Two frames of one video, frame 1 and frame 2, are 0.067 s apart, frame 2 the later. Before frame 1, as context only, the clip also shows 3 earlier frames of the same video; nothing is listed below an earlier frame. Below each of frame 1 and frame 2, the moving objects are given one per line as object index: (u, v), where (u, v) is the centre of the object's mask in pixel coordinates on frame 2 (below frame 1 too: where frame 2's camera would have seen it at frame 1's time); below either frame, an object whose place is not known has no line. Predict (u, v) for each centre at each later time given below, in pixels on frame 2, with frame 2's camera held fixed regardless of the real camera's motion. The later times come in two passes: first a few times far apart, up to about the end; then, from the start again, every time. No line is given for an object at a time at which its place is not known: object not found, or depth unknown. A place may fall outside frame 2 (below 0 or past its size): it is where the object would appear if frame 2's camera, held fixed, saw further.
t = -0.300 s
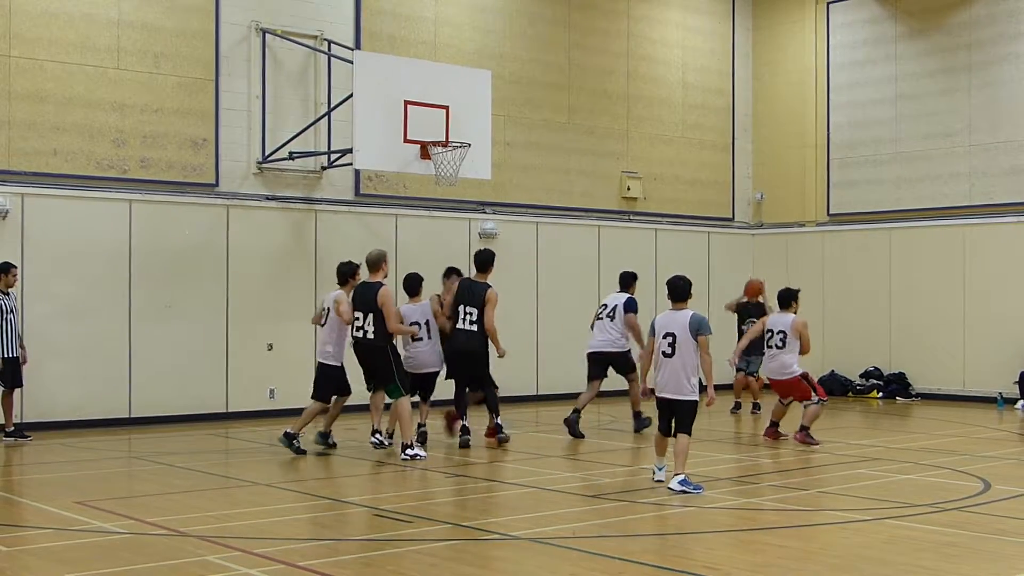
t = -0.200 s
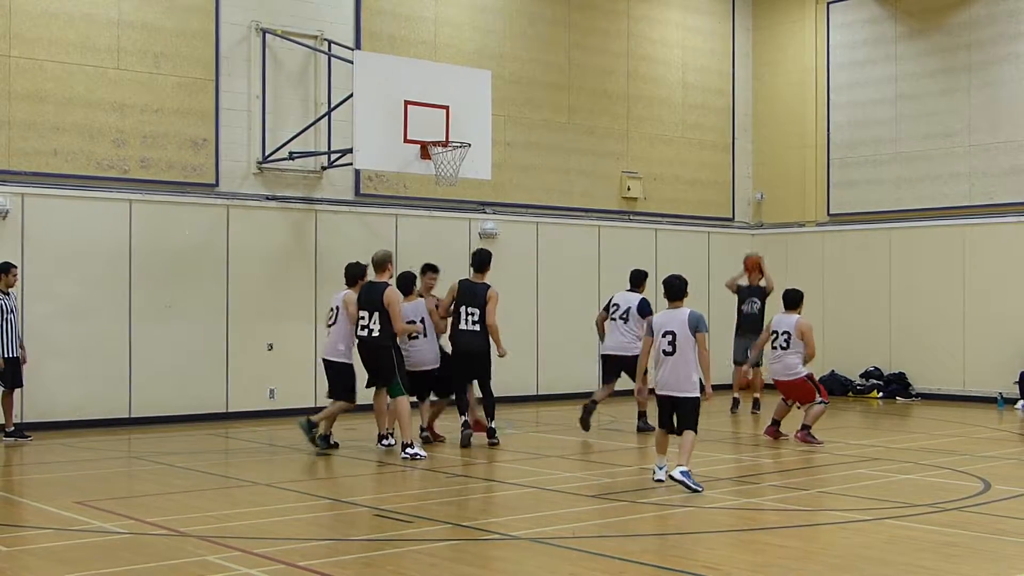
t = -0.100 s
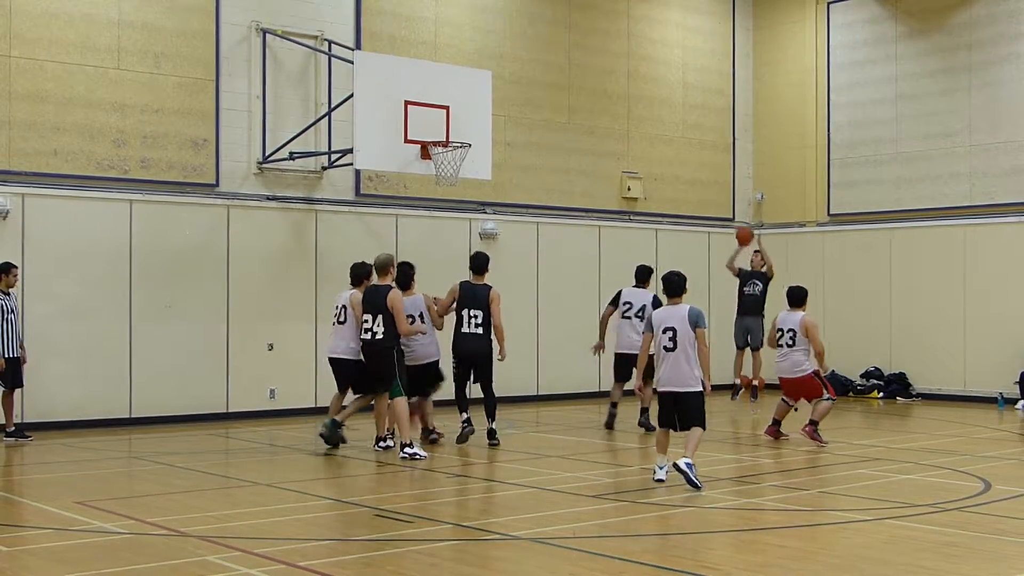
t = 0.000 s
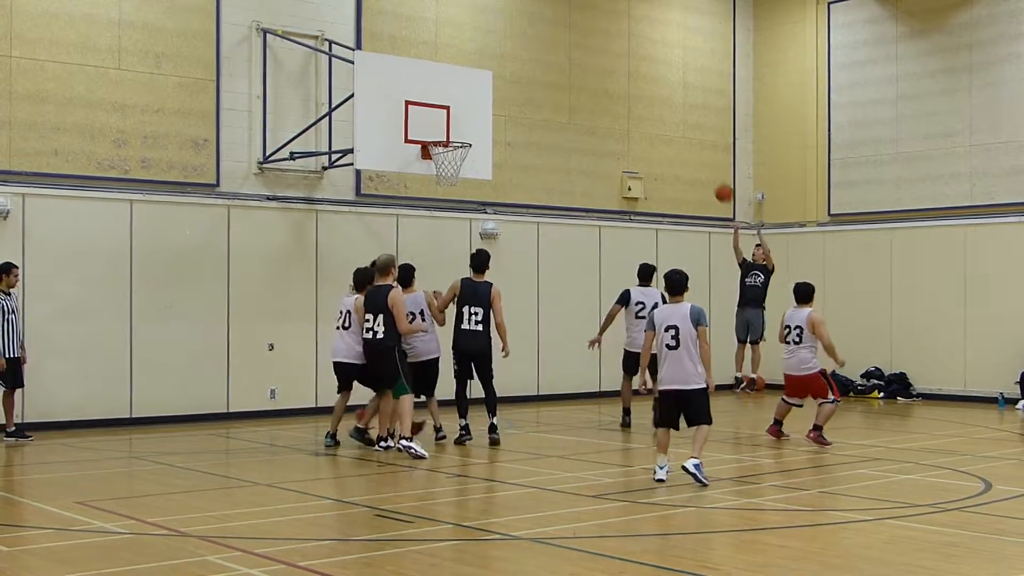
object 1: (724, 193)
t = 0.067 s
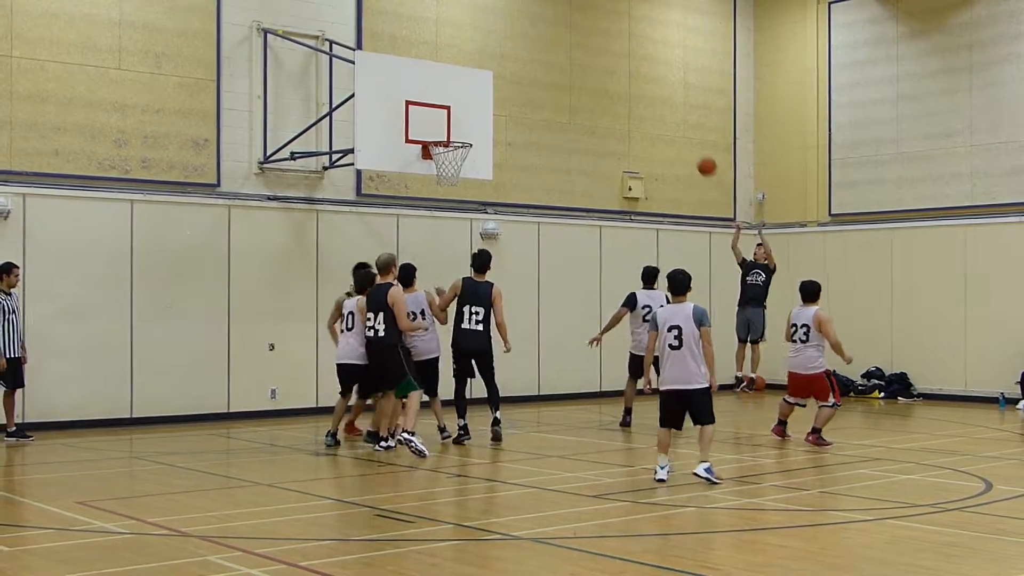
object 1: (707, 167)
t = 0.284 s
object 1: (647, 103)
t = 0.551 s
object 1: (569, 74)
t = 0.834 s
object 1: (481, 110)
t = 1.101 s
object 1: (452, 194)
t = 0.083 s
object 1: (702, 160)
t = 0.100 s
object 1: (698, 155)
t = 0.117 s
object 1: (693, 149)
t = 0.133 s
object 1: (689, 143)
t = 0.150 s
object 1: (684, 138)
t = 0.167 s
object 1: (680, 133)
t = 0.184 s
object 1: (675, 128)
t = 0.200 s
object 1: (670, 123)
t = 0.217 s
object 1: (666, 119)
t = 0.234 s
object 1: (661, 114)
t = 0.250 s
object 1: (656, 110)
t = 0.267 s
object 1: (652, 106)
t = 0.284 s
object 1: (647, 103)
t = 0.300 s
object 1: (642, 99)
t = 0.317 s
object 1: (637, 96)
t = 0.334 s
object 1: (633, 93)
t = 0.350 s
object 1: (628, 90)
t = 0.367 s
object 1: (623, 88)
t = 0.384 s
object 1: (617, 85)
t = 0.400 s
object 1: (613, 83)
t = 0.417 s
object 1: (608, 81)
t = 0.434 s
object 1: (603, 80)
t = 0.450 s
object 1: (598, 78)
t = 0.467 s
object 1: (594, 77)
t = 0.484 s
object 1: (589, 76)
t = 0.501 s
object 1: (584, 75)
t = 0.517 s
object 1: (579, 75)
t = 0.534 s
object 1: (574, 74)
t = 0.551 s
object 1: (569, 74)
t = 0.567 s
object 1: (563, 75)
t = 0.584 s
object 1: (558, 75)
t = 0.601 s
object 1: (553, 76)
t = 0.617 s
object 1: (548, 77)
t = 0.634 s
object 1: (543, 78)
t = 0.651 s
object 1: (538, 79)
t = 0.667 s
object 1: (533, 81)
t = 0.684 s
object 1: (528, 83)
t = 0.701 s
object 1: (523, 85)
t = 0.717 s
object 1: (518, 87)
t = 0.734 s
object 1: (513, 90)
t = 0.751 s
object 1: (507, 93)
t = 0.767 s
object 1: (502, 96)
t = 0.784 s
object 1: (497, 99)
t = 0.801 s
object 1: (491, 103)
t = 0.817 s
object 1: (486, 107)
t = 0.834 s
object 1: (481, 110)
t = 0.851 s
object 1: (475, 115)
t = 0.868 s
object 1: (470, 120)
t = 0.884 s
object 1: (464, 125)
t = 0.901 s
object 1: (459, 130)
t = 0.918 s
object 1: (453, 136)
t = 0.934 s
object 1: (448, 141)
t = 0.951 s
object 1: (442, 148)
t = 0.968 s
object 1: (441, 153)
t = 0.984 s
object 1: (441, 157)
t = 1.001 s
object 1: (443, 165)
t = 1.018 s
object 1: (445, 169)
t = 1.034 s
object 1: (446, 173)
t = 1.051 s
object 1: (449, 178)
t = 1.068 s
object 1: (449, 185)
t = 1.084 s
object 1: (450, 189)
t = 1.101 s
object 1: (452, 194)
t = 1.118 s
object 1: (453, 199)
